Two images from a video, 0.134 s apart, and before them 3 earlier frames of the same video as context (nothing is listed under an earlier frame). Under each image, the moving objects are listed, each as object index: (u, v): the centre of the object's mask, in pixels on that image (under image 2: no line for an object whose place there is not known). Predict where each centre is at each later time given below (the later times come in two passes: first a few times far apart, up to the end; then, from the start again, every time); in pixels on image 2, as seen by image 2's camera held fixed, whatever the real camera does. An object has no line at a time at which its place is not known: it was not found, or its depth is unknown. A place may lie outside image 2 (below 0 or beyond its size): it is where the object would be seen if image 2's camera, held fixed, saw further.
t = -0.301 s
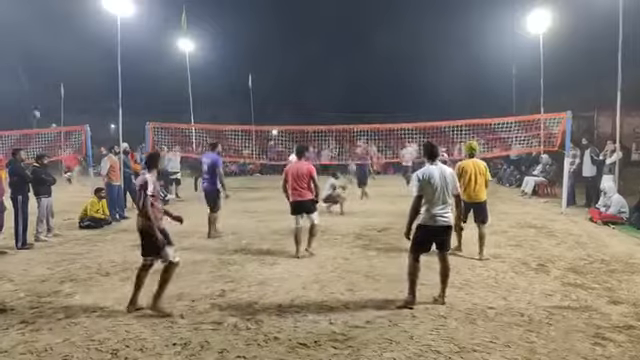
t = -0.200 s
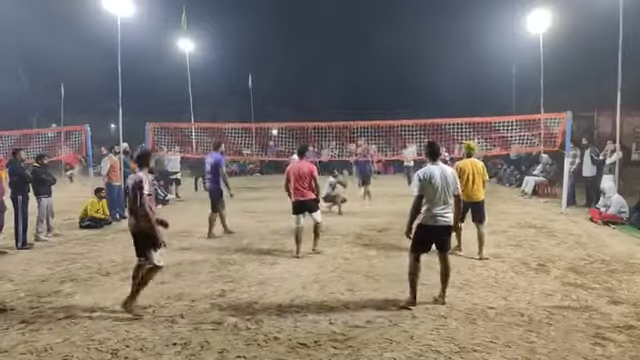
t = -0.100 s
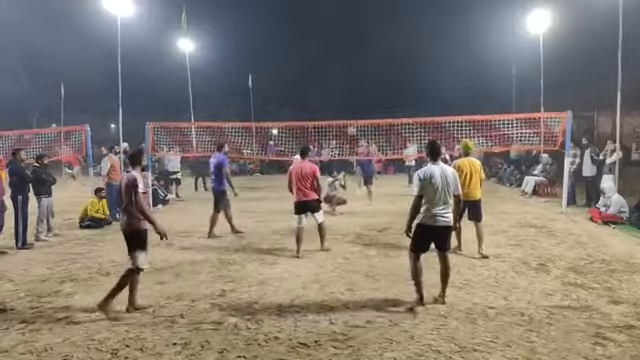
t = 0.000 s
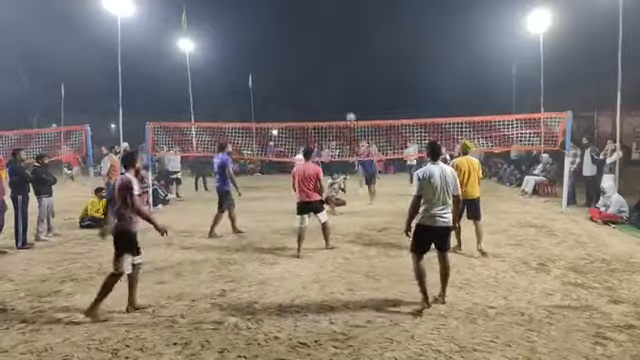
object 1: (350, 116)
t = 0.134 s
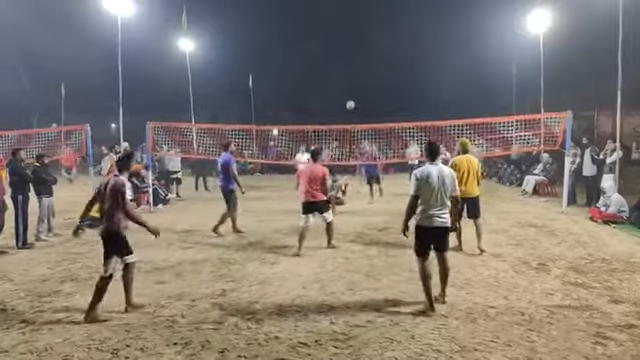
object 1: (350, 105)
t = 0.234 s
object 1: (349, 101)
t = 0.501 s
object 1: (348, 114)
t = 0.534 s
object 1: (348, 117)
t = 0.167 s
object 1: (350, 103)
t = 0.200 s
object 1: (349, 101)
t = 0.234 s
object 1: (349, 101)
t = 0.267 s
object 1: (349, 101)
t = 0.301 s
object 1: (349, 101)
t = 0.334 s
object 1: (349, 102)
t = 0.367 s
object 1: (349, 103)
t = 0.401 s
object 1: (348, 105)
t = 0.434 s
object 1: (348, 107)
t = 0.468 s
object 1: (348, 111)
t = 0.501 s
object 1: (348, 114)
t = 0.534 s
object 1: (348, 117)
